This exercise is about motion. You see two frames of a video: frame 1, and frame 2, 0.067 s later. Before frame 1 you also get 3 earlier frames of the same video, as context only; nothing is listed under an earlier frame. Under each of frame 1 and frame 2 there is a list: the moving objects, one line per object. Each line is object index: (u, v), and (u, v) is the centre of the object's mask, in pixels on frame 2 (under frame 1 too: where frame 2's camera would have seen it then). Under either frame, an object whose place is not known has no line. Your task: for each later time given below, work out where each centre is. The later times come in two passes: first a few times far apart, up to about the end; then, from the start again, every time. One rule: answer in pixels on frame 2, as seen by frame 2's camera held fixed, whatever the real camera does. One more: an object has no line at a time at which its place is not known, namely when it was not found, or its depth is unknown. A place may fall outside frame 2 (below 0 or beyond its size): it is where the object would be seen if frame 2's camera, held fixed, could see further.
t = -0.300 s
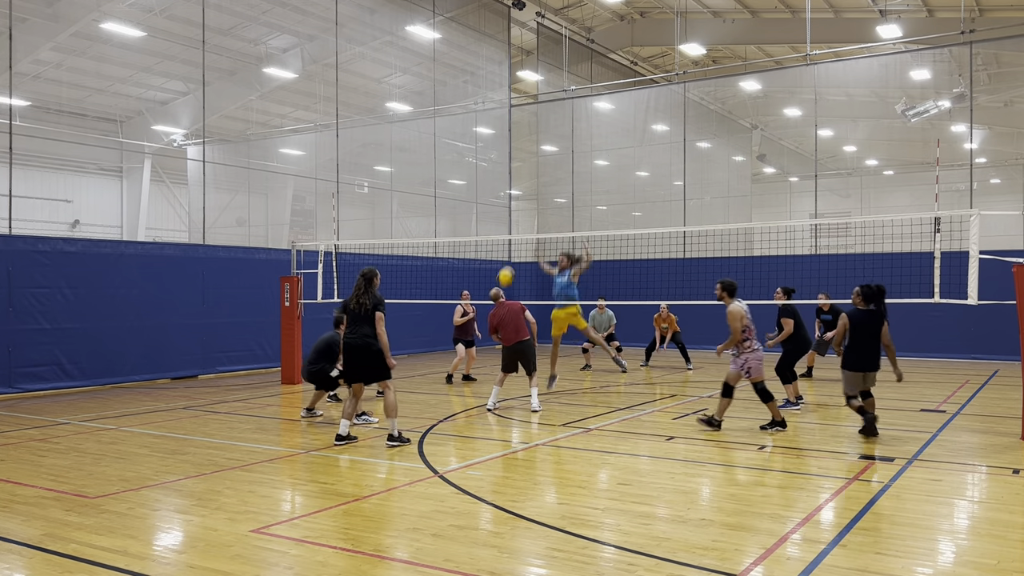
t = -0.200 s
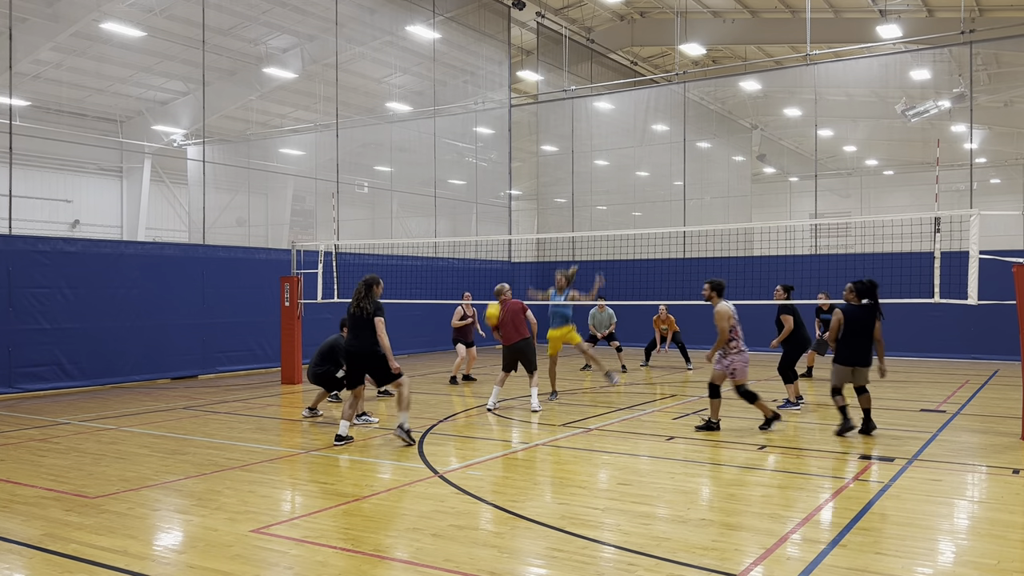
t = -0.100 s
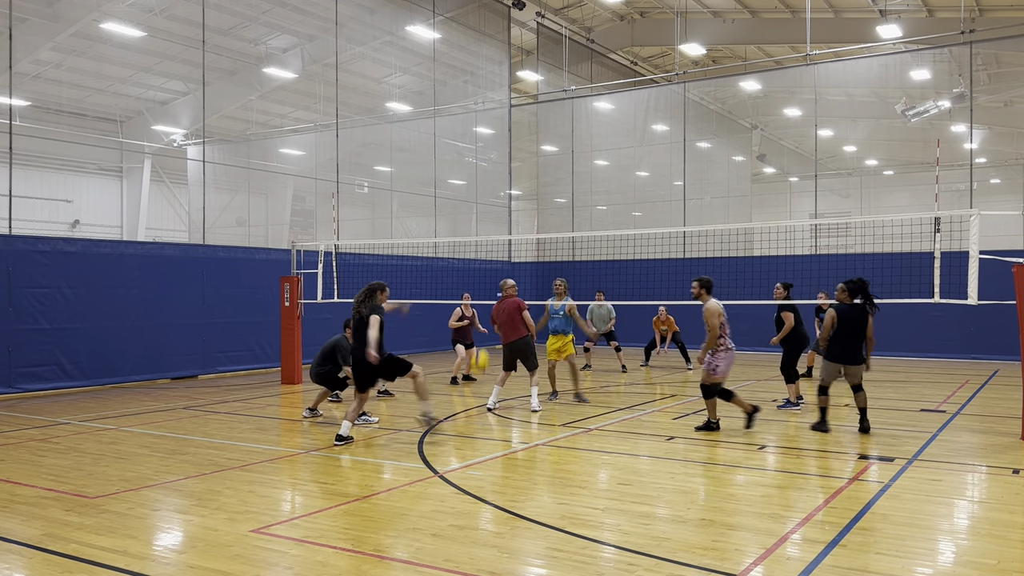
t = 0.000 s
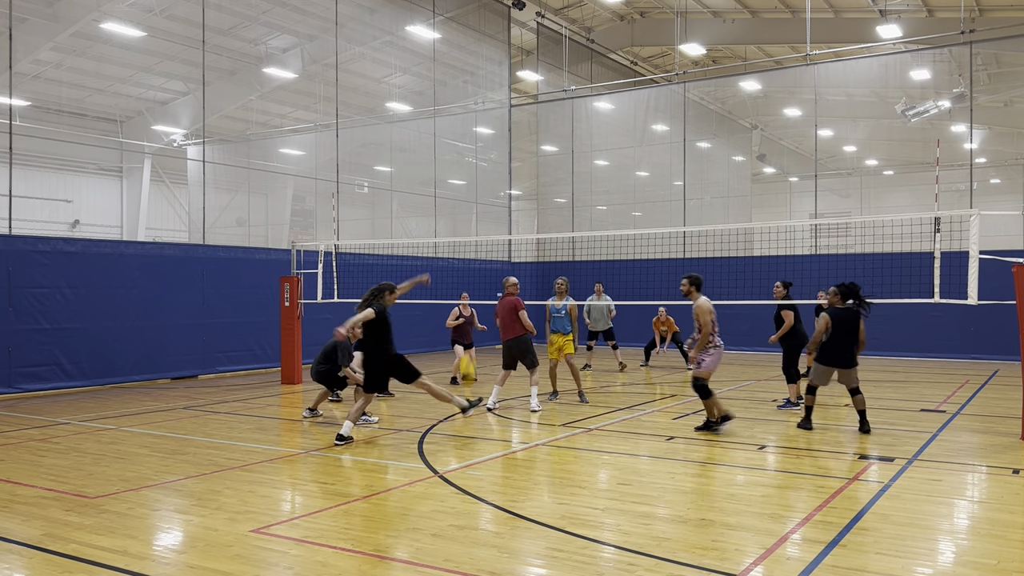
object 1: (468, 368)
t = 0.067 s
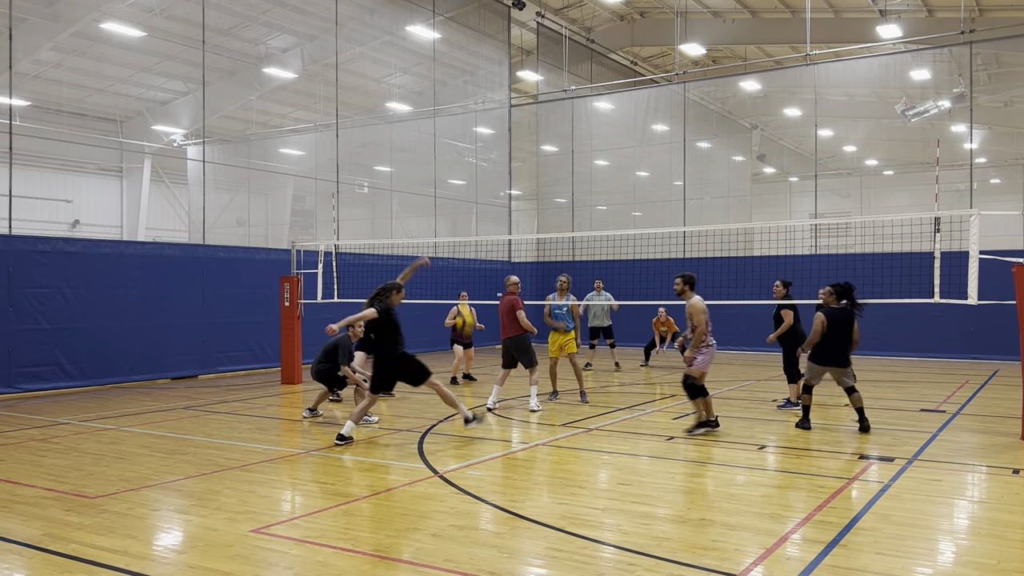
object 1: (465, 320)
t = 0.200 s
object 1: (457, 237)
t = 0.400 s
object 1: (444, 158)
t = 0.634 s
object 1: (430, 113)
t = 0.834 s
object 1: (417, 109)
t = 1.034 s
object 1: (406, 131)
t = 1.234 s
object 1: (396, 174)
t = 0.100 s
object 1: (463, 293)
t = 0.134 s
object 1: (461, 275)
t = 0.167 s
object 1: (460, 257)
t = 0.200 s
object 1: (457, 237)
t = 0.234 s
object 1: (455, 222)
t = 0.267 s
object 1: (452, 206)
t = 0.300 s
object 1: (451, 193)
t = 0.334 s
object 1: (449, 180)
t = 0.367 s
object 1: (447, 169)
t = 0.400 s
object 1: (444, 158)
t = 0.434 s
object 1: (442, 149)
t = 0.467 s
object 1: (440, 140)
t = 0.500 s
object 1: (438, 133)
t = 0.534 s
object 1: (436, 127)
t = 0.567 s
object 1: (434, 121)
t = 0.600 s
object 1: (432, 117)
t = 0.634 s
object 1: (430, 113)
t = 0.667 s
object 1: (428, 111)
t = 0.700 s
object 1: (425, 109)
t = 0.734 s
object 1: (424, 108)
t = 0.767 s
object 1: (422, 108)
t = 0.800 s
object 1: (420, 108)
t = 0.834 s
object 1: (417, 109)
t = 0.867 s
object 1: (416, 111)
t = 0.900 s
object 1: (414, 114)
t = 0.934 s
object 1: (412, 117)
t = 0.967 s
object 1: (410, 121)
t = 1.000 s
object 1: (408, 125)
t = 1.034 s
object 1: (406, 131)
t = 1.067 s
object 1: (405, 137)
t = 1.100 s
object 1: (403, 143)
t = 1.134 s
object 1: (401, 150)
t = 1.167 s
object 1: (400, 158)
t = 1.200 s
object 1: (398, 165)
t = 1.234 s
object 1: (396, 174)
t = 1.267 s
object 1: (395, 183)
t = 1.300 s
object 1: (394, 193)
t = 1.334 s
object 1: (393, 203)
